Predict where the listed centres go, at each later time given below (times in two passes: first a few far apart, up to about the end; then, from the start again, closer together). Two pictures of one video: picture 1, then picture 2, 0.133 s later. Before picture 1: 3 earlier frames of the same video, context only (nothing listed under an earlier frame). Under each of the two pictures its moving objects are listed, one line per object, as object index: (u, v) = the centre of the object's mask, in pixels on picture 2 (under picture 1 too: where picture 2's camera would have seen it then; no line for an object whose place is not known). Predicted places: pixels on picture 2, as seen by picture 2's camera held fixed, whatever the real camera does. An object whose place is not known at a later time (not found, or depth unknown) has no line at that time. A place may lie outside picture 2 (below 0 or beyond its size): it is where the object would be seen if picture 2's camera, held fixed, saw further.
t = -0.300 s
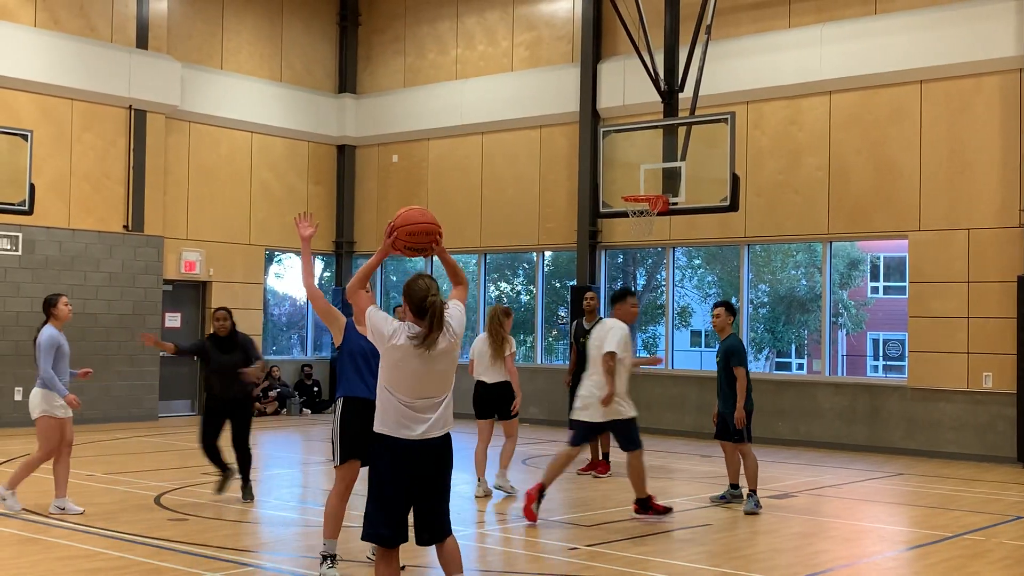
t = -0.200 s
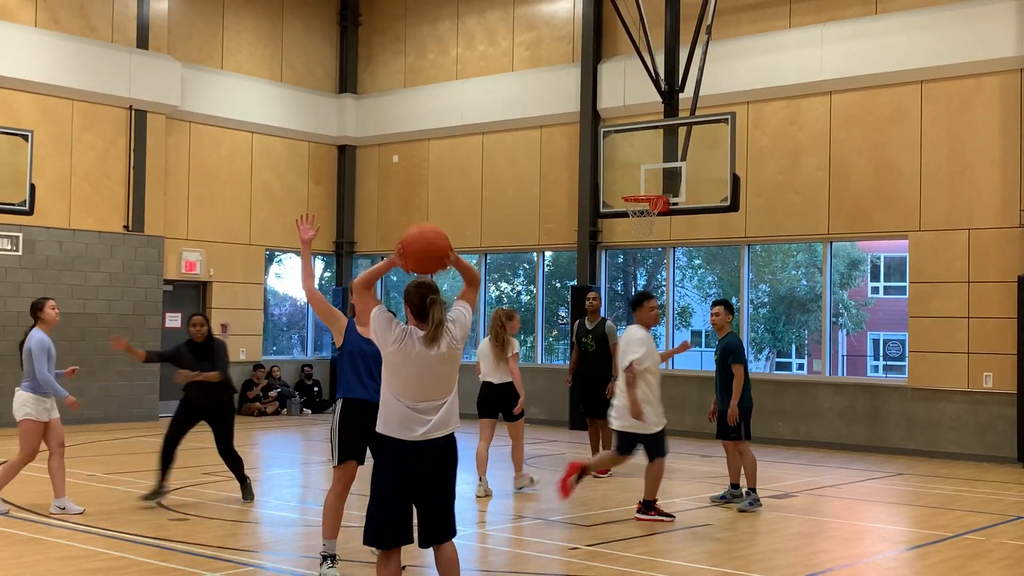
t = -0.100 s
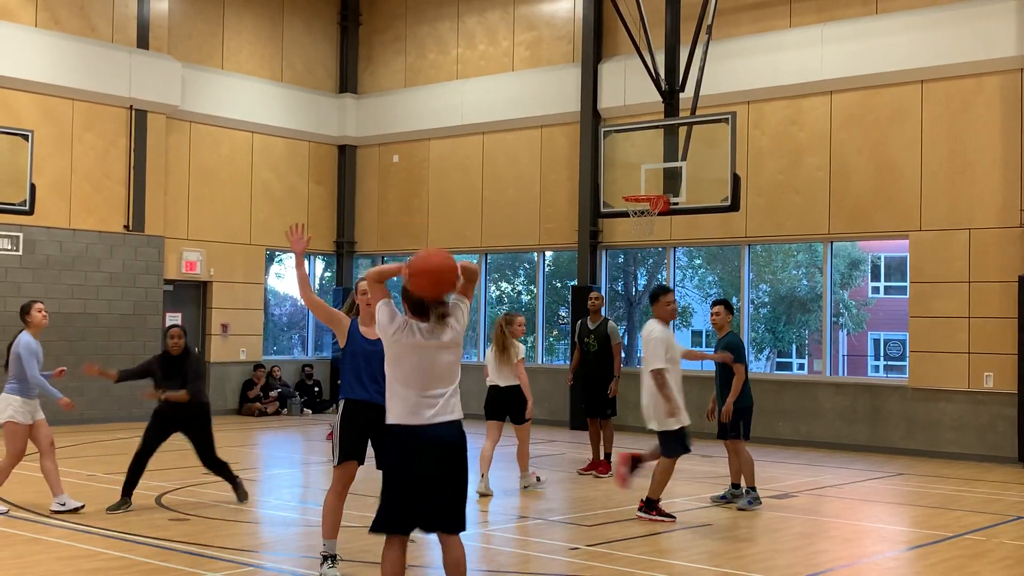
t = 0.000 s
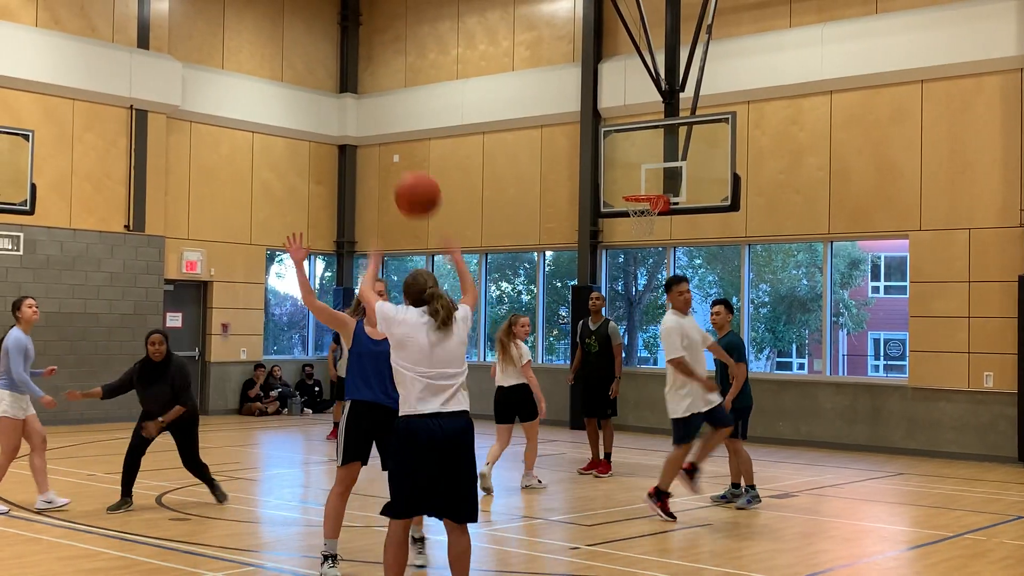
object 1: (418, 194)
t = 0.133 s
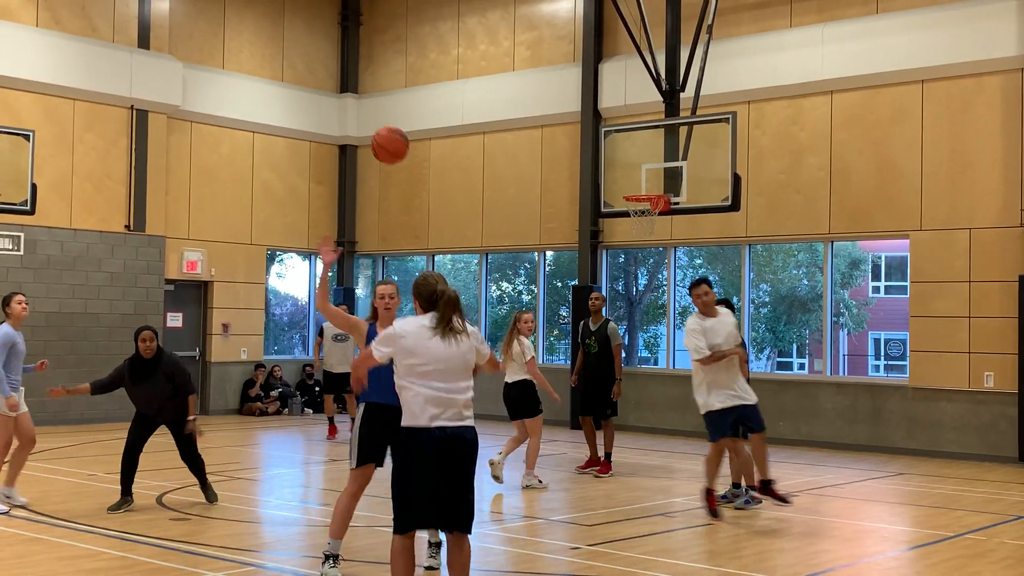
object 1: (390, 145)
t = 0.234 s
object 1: (374, 135)
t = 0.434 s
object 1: (351, 157)
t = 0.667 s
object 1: (331, 217)
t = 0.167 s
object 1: (384, 139)
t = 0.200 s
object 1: (379, 136)
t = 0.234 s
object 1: (374, 135)
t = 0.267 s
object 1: (370, 135)
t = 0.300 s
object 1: (366, 137)
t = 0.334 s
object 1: (362, 140)
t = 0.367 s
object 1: (358, 145)
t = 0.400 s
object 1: (354, 151)
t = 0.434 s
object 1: (351, 157)
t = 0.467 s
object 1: (348, 163)
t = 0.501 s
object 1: (345, 171)
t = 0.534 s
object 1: (342, 179)
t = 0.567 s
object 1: (339, 187)
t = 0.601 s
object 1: (337, 196)
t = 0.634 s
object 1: (334, 206)
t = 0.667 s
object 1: (331, 217)
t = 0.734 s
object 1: (326, 239)
